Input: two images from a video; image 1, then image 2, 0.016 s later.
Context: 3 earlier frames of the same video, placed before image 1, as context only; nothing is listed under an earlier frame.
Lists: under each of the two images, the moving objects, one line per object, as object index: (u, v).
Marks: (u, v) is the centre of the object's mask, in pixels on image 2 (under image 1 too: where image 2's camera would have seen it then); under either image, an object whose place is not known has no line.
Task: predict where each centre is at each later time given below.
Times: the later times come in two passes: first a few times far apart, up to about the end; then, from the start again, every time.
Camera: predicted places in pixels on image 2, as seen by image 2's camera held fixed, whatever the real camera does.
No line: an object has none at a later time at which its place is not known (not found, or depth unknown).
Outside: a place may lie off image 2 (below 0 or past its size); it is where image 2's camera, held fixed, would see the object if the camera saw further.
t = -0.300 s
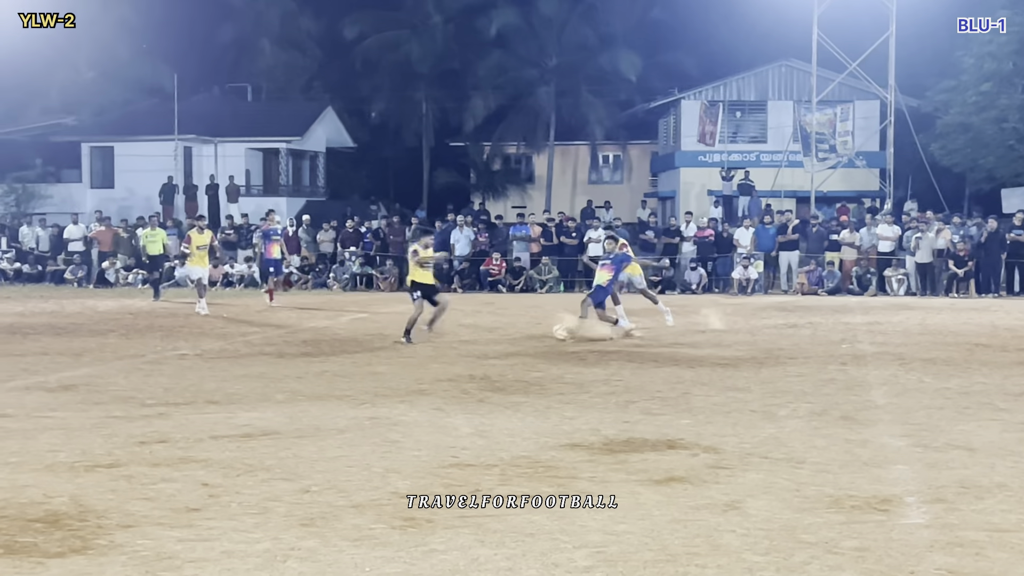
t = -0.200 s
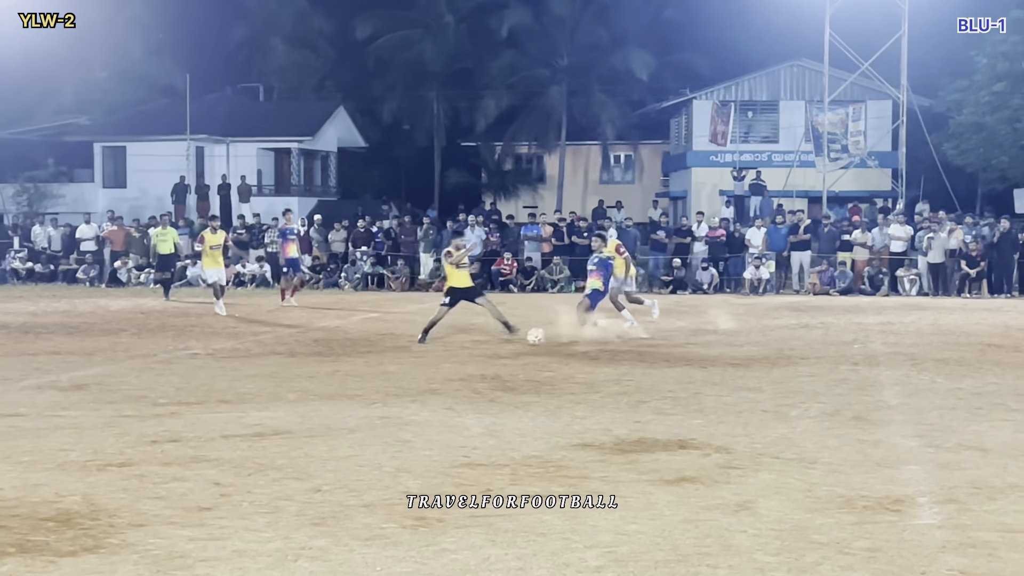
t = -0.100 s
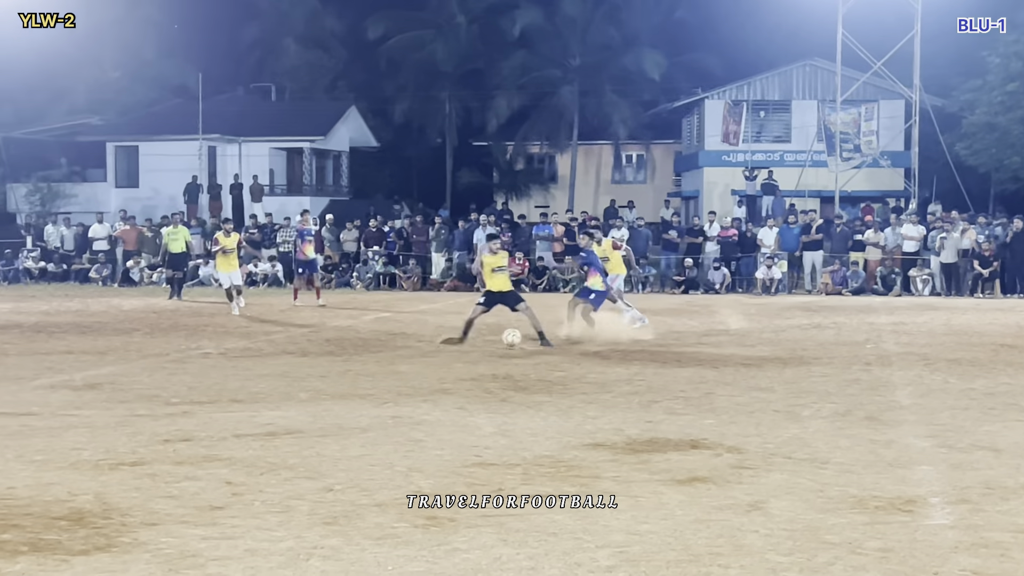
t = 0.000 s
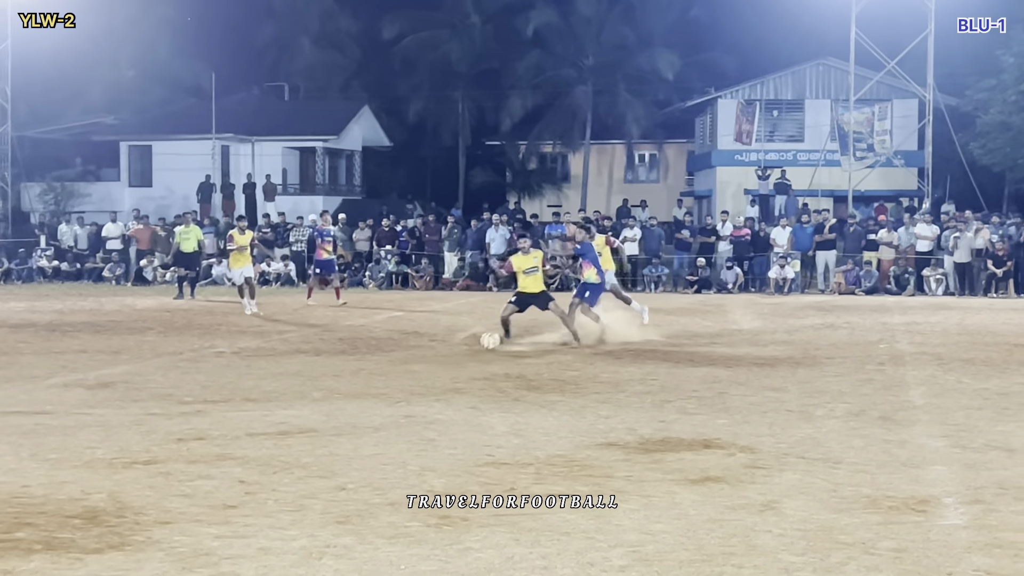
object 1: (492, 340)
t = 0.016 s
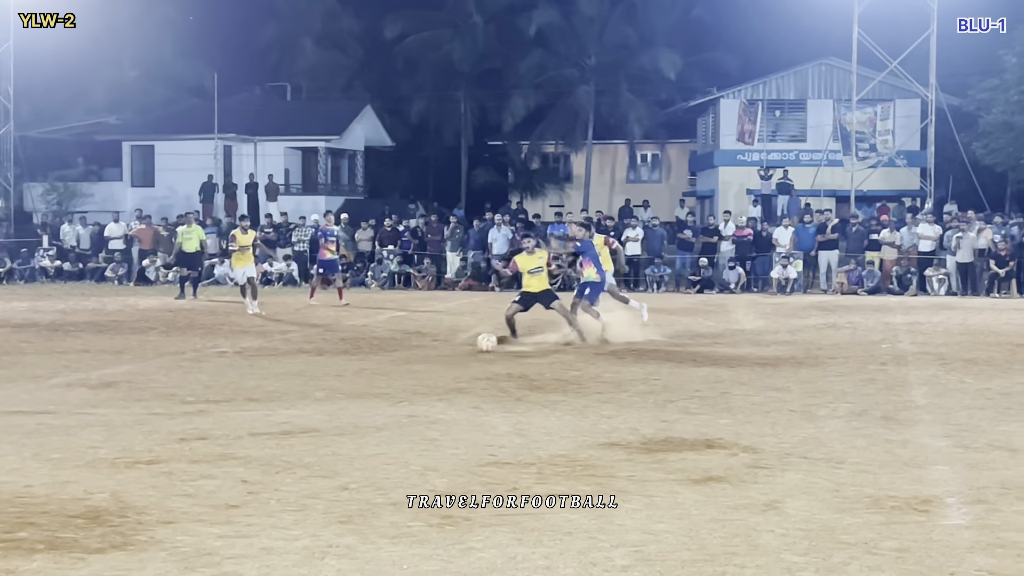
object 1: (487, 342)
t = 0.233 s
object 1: (421, 347)
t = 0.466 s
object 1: (357, 356)
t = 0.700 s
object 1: (289, 357)
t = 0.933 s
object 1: (220, 366)
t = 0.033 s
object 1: (481, 344)
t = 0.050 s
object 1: (475, 345)
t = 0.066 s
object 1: (471, 347)
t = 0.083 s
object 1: (465, 346)
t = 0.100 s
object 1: (459, 346)
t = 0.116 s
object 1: (454, 346)
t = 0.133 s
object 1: (448, 347)
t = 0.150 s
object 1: (443, 348)
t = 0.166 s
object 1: (438, 348)
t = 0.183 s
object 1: (434, 348)
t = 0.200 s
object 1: (430, 348)
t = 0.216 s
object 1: (426, 347)
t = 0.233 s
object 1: (421, 347)
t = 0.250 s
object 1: (417, 347)
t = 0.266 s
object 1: (412, 347)
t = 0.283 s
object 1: (407, 348)
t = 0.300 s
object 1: (403, 349)
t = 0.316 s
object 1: (398, 352)
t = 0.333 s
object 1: (394, 353)
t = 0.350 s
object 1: (389, 353)
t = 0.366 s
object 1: (385, 353)
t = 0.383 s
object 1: (380, 353)
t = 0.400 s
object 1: (376, 353)
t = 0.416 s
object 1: (371, 354)
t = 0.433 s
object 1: (366, 355)
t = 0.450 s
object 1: (362, 356)
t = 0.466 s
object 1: (357, 356)
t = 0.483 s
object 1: (353, 355)
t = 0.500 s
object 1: (348, 355)
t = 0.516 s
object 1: (344, 355)
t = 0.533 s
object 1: (339, 355)
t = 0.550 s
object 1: (334, 356)
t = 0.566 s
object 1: (329, 357)
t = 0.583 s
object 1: (324, 359)
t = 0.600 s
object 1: (320, 360)
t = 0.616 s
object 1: (315, 361)
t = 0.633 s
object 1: (310, 360)
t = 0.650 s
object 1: (305, 359)
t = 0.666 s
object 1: (300, 358)
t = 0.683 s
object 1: (295, 357)
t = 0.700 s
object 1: (289, 357)
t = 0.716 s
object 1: (285, 358)
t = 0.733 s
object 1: (280, 359)
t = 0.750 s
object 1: (274, 360)
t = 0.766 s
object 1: (269, 361)
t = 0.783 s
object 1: (265, 362)
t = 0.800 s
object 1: (259, 364)
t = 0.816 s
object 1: (254, 365)
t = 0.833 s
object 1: (248, 367)
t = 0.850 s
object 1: (243, 368)
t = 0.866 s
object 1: (238, 367)
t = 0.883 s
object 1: (234, 367)
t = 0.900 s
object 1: (228, 366)
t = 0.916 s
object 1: (223, 366)
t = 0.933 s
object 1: (220, 366)
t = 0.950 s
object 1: (214, 366)
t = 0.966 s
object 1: (209, 366)
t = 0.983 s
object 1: (204, 367)
